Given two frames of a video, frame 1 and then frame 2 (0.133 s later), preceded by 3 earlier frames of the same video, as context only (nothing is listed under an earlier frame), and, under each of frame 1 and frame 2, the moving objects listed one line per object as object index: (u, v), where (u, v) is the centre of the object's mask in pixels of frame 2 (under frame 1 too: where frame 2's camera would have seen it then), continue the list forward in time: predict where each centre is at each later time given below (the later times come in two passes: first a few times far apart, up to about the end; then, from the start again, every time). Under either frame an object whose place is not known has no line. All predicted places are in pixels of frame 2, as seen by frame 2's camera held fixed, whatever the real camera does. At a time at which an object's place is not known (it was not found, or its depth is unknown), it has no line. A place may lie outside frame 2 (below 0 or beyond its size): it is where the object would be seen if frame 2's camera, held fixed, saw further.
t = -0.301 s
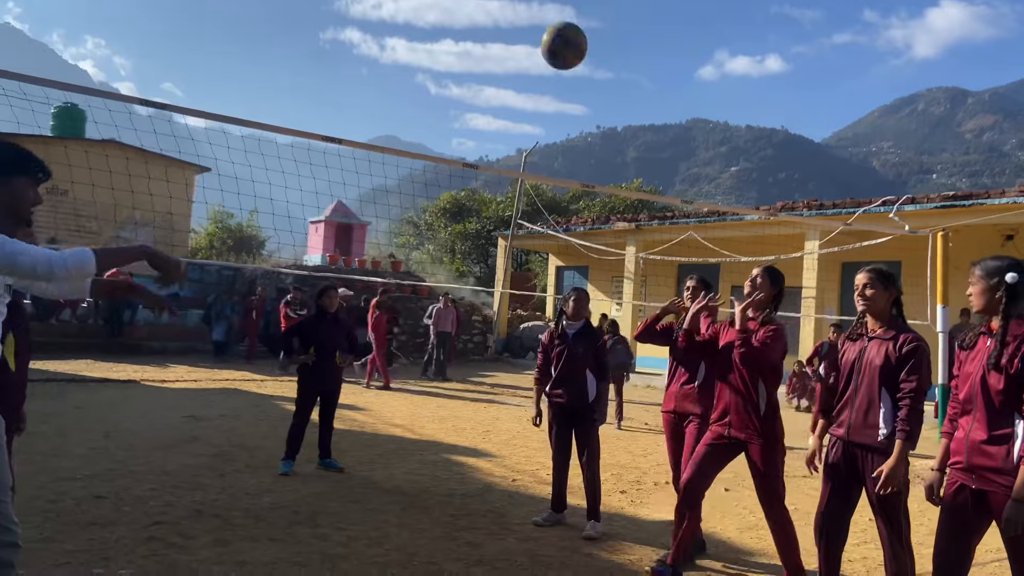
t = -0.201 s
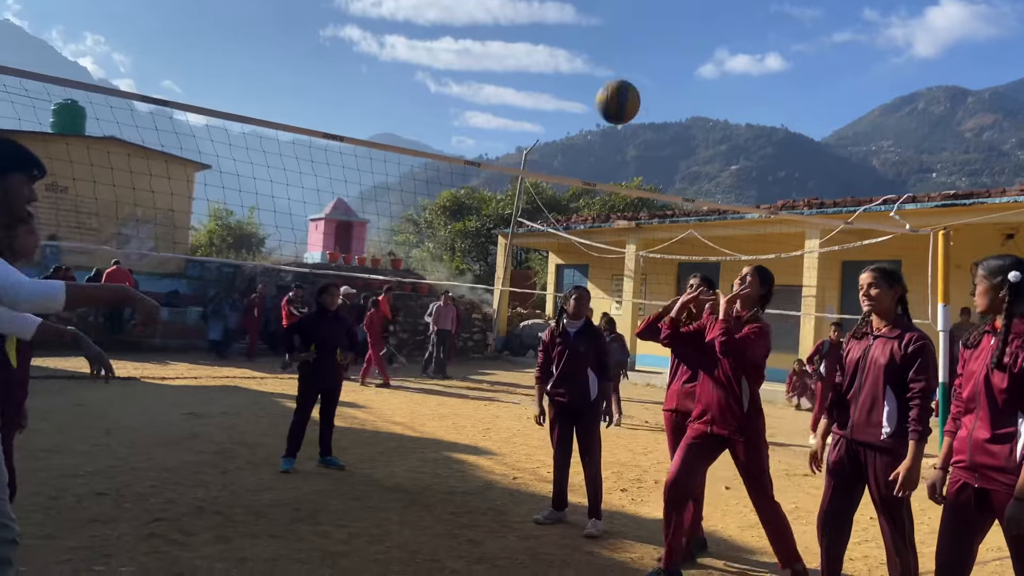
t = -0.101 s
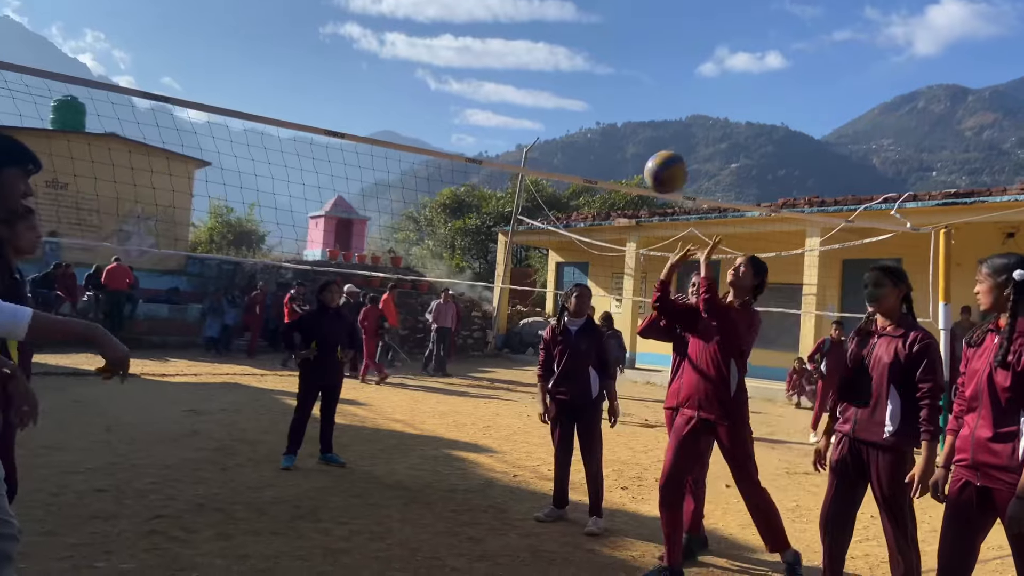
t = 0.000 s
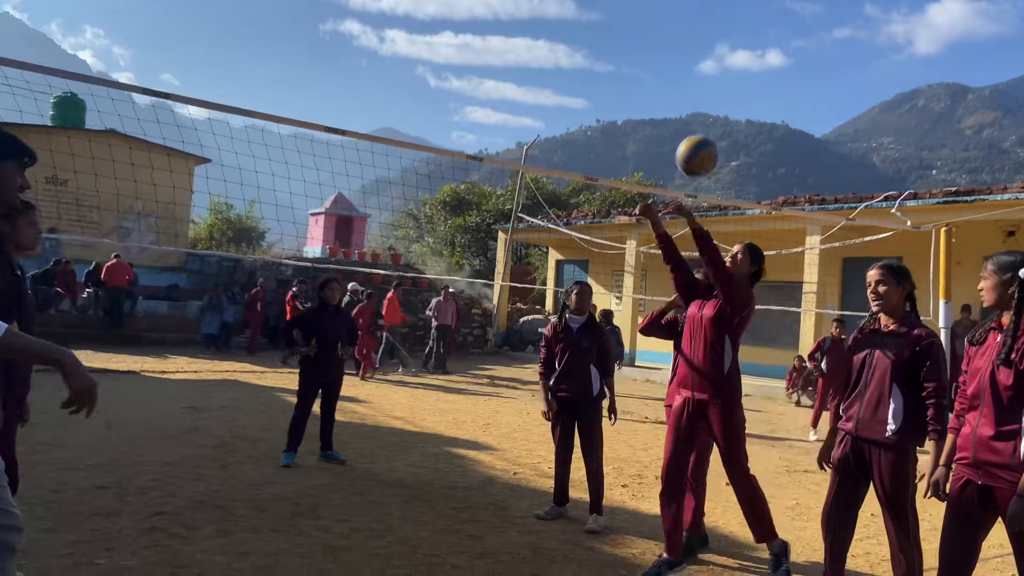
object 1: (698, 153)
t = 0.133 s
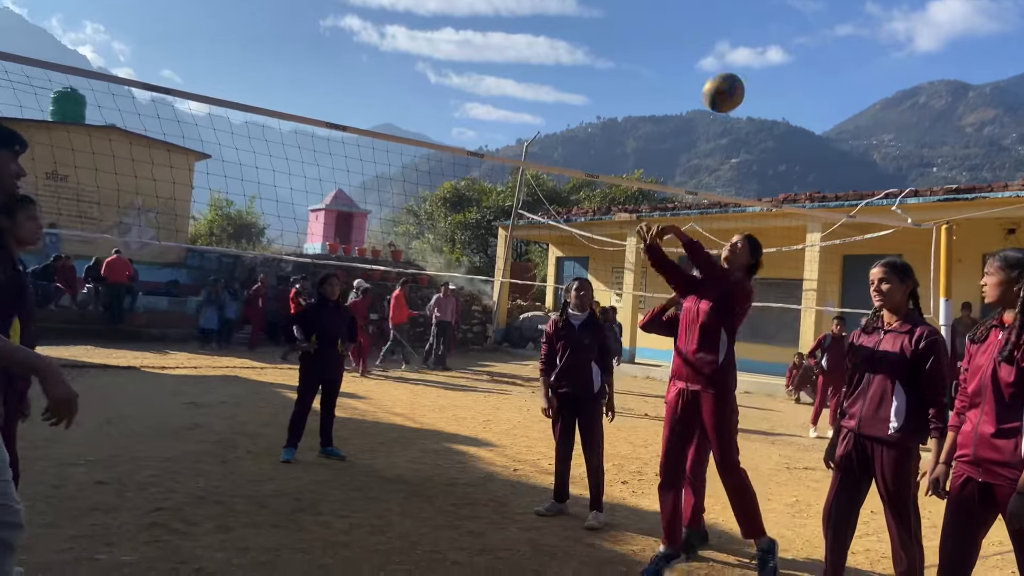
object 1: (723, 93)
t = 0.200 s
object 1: (736, 75)
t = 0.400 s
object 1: (763, 71)
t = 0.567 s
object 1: (780, 121)
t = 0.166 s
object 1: (729, 83)
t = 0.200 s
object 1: (736, 75)
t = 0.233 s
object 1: (740, 70)
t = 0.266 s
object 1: (745, 66)
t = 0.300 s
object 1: (750, 65)
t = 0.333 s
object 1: (755, 65)
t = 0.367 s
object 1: (760, 67)
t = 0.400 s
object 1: (763, 71)
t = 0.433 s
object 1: (767, 77)
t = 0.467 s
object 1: (770, 85)
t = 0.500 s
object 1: (773, 96)
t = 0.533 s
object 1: (777, 107)
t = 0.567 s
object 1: (780, 121)
